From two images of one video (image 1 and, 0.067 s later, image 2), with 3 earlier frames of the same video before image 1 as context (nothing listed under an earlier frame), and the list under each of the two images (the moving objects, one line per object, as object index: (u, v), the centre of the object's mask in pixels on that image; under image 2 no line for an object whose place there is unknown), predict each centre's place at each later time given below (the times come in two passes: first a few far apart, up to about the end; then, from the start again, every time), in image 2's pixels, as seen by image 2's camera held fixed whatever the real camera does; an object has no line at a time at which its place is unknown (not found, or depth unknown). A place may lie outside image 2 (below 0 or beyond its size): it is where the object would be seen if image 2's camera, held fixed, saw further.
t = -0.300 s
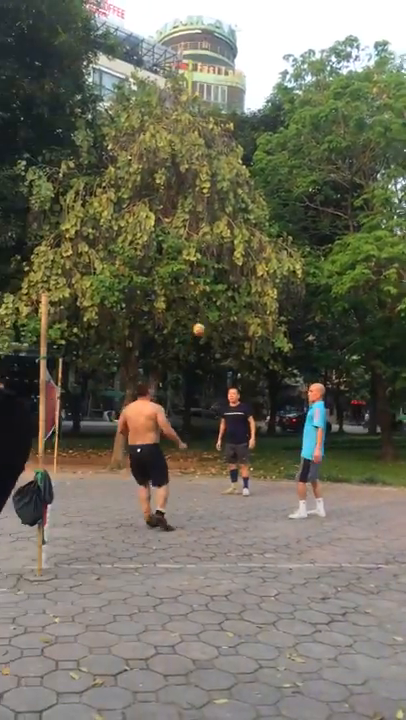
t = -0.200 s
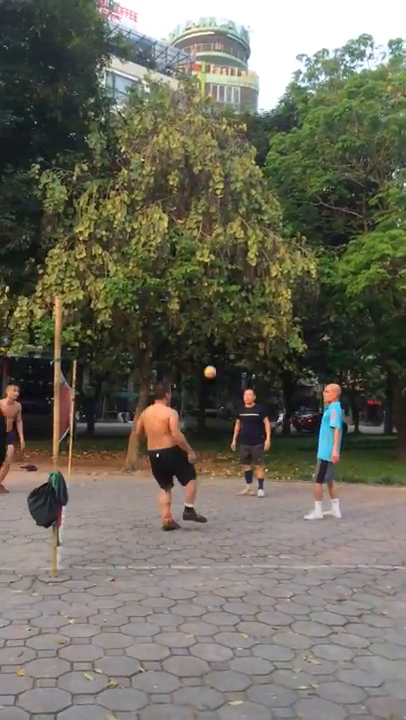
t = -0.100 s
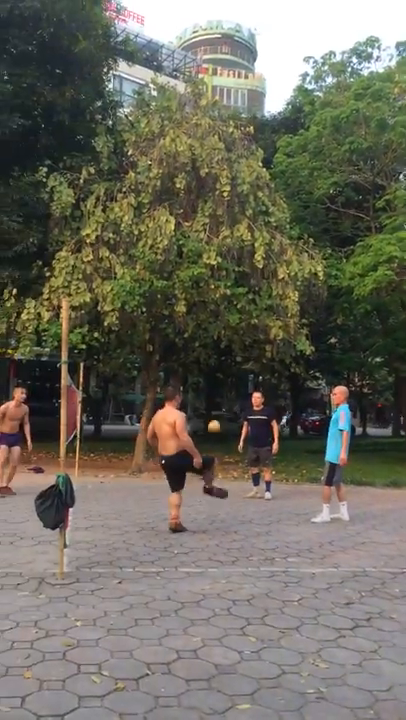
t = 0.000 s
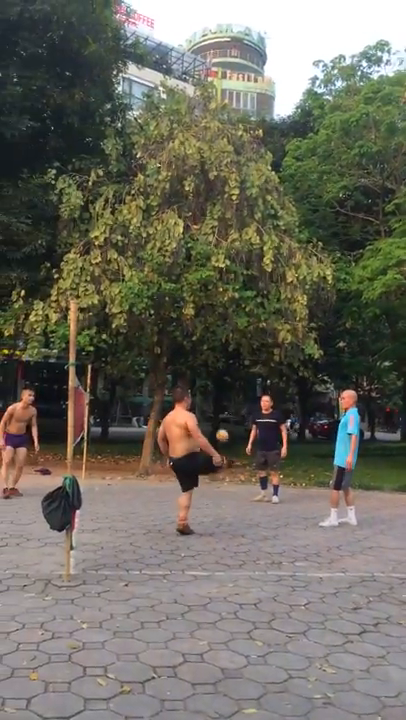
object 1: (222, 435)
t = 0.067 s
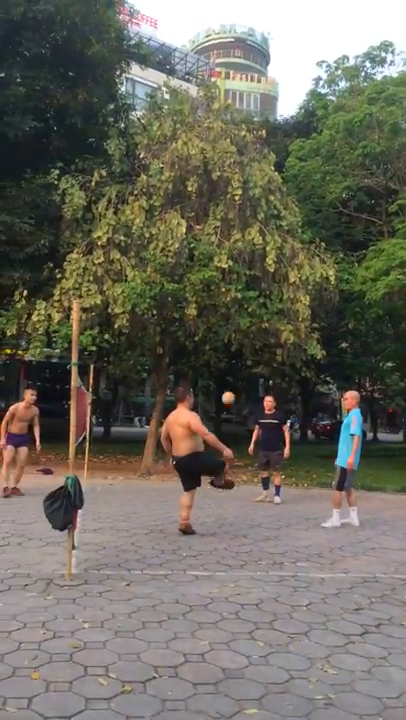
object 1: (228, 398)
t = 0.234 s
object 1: (237, 319)
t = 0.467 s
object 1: (251, 245)
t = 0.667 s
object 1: (263, 221)
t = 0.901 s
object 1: (275, 244)
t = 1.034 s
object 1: (282, 286)
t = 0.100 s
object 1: (230, 380)
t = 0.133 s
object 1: (232, 363)
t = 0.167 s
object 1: (234, 348)
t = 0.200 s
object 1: (236, 332)
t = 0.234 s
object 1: (237, 319)
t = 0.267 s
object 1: (240, 305)
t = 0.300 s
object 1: (241, 292)
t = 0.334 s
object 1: (243, 282)
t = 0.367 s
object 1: (246, 270)
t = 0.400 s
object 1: (248, 261)
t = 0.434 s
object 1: (250, 253)
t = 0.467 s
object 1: (251, 245)
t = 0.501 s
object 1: (254, 237)
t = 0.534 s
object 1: (256, 232)
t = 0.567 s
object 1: (259, 227)
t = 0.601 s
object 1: (260, 224)
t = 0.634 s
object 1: (261, 222)
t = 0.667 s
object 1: (263, 221)
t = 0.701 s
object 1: (264, 220)
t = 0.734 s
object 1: (267, 221)
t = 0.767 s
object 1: (269, 223)
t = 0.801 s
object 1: (270, 226)
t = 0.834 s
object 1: (273, 230)
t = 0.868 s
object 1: (275, 235)
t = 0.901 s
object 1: (275, 244)
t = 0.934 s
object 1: (276, 252)
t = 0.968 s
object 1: (280, 262)
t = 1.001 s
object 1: (281, 274)
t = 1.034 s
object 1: (282, 286)
